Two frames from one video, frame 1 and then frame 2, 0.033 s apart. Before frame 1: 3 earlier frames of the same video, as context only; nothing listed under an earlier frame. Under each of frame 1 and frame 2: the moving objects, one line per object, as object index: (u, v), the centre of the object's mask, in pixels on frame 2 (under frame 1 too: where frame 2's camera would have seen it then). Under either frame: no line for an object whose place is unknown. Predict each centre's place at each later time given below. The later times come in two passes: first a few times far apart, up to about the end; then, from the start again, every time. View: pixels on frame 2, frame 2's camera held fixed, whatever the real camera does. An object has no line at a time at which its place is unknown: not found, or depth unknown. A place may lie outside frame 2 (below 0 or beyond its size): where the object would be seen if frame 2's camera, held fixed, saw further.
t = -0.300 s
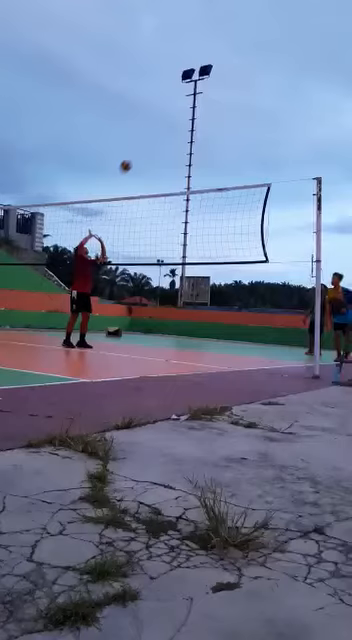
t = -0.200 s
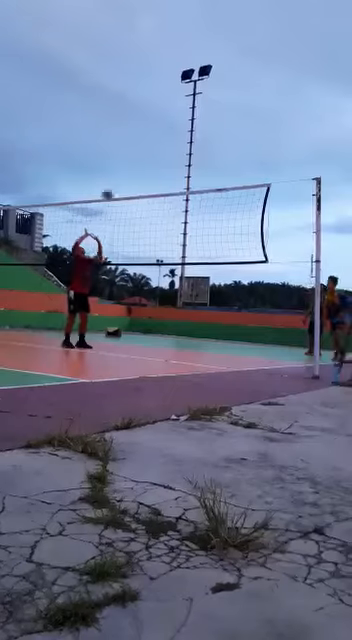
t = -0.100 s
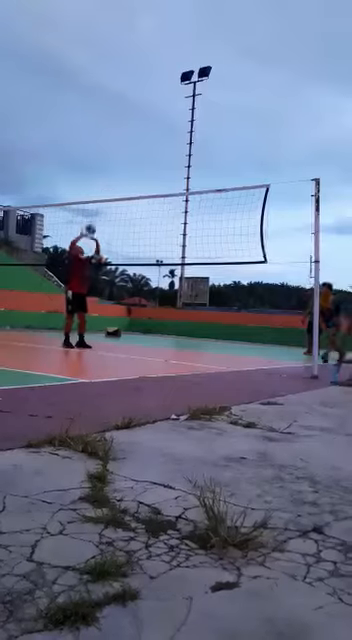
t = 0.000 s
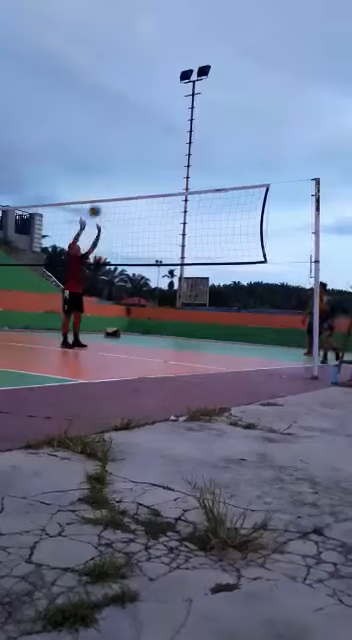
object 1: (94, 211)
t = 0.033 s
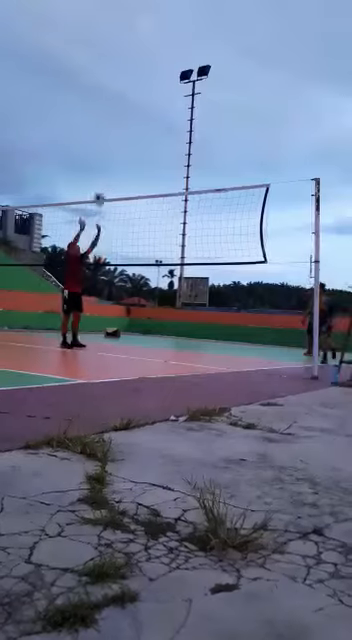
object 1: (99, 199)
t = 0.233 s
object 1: (127, 140)
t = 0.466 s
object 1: (159, 98)
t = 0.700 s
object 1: (190, 89)
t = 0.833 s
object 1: (208, 99)
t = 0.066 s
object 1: (103, 187)
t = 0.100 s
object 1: (108, 176)
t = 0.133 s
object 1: (113, 166)
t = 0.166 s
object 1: (118, 157)
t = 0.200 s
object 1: (122, 148)
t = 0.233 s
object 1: (127, 140)
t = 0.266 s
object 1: (131, 132)
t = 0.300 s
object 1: (136, 126)
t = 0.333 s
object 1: (140, 119)
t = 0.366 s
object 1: (144, 113)
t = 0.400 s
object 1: (149, 108)
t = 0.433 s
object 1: (154, 102)
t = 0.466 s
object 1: (159, 98)
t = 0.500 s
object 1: (163, 95)
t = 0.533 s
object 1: (168, 92)
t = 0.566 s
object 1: (172, 90)
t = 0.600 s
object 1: (176, 89)
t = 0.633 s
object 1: (180, 88)
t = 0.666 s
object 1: (185, 88)
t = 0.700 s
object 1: (190, 89)
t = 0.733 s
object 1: (195, 90)
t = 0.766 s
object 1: (200, 92)
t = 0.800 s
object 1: (203, 95)
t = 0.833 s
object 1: (208, 99)
